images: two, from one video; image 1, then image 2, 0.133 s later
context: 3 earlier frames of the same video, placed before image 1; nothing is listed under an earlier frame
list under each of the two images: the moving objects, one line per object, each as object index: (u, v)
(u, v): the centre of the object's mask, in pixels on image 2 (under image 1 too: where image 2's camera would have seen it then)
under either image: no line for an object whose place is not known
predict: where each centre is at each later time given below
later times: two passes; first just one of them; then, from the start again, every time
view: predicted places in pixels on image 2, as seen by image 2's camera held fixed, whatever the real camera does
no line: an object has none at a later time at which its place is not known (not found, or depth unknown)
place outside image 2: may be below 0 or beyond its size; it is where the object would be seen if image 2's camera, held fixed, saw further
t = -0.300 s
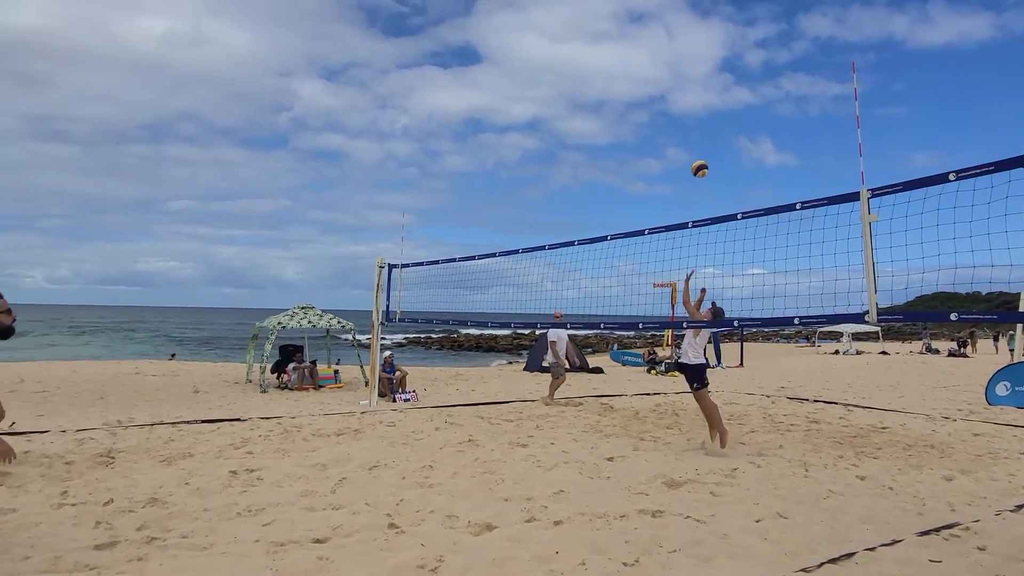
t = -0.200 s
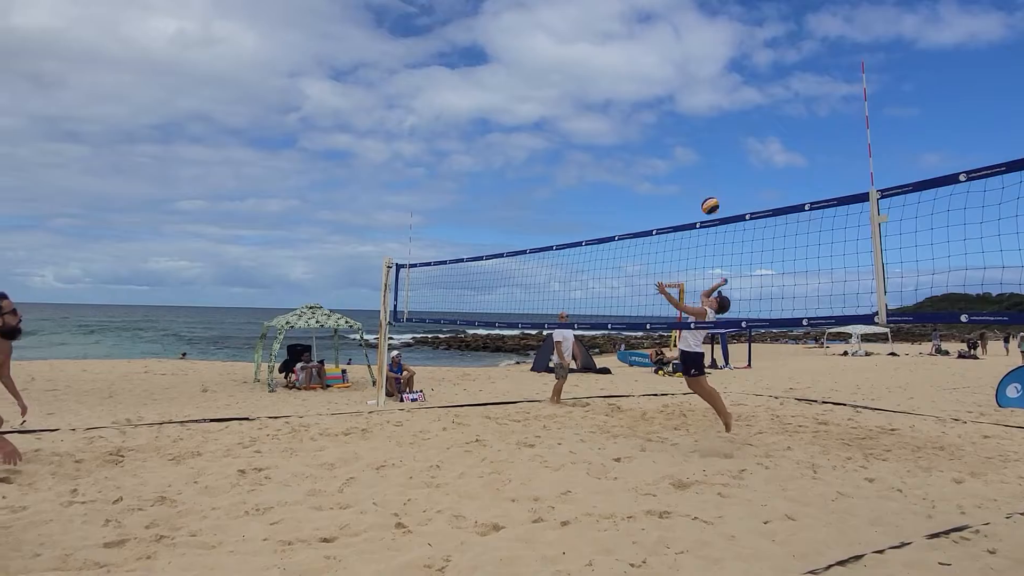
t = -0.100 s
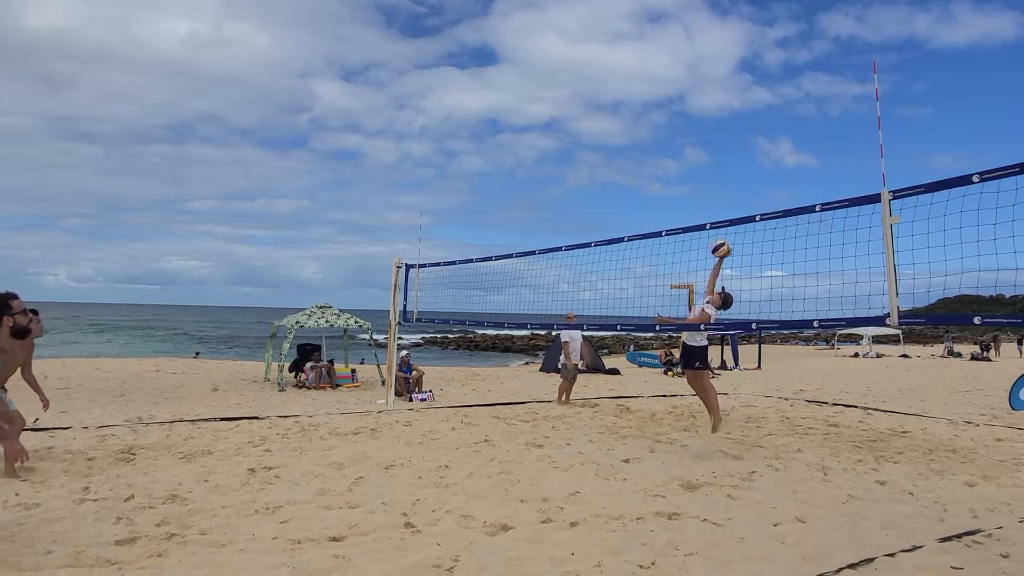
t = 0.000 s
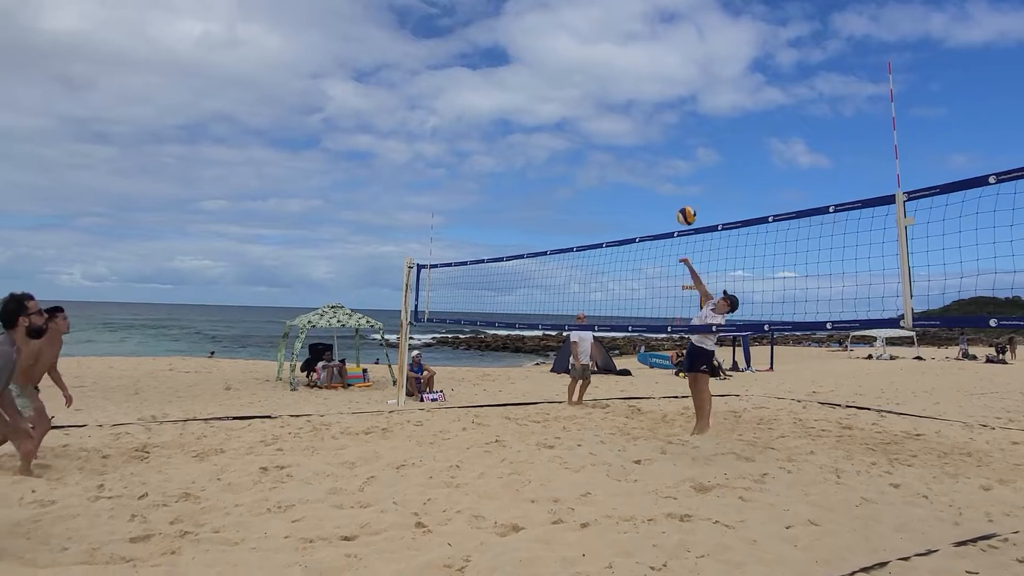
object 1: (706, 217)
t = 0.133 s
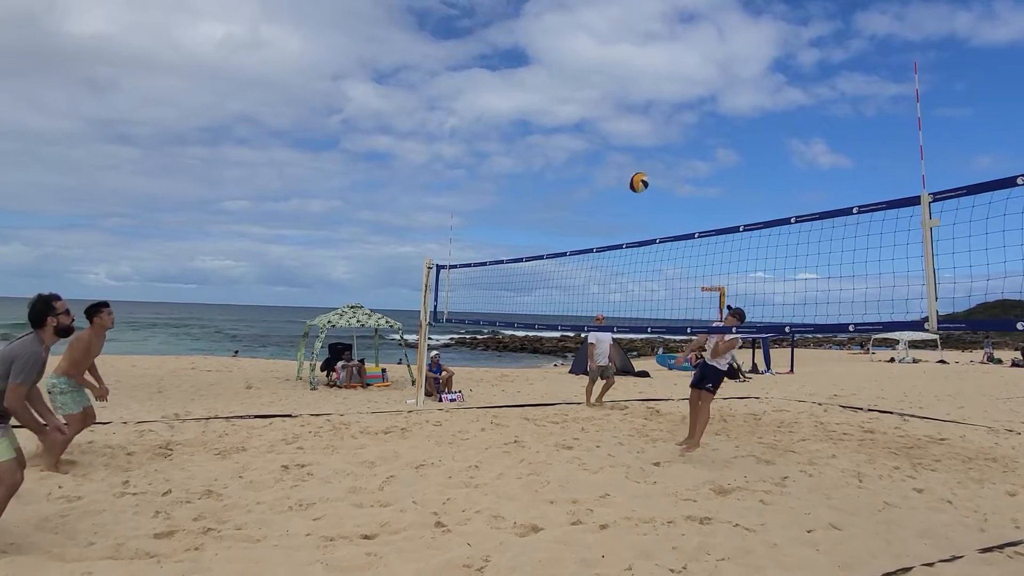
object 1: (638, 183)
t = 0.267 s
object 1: (562, 161)
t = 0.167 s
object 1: (620, 176)
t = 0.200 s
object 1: (601, 170)
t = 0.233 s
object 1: (582, 165)
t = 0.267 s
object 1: (562, 161)
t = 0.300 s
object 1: (541, 158)
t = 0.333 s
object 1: (519, 156)
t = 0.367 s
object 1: (496, 155)
